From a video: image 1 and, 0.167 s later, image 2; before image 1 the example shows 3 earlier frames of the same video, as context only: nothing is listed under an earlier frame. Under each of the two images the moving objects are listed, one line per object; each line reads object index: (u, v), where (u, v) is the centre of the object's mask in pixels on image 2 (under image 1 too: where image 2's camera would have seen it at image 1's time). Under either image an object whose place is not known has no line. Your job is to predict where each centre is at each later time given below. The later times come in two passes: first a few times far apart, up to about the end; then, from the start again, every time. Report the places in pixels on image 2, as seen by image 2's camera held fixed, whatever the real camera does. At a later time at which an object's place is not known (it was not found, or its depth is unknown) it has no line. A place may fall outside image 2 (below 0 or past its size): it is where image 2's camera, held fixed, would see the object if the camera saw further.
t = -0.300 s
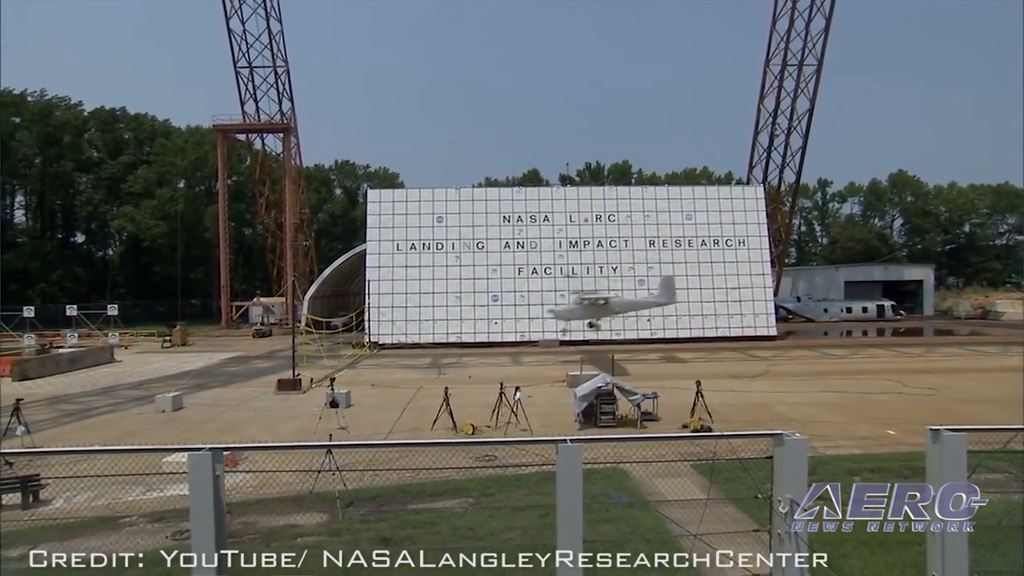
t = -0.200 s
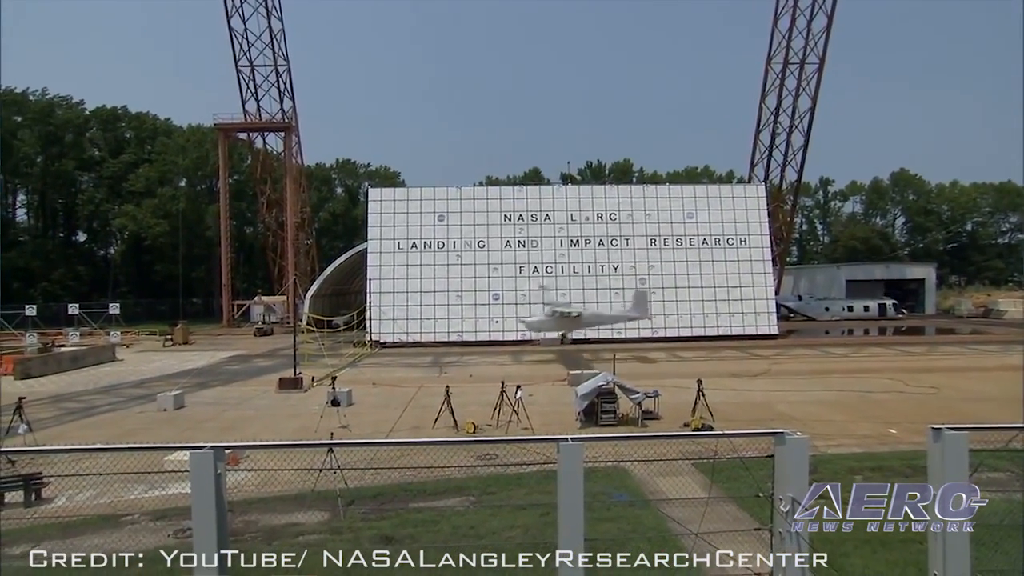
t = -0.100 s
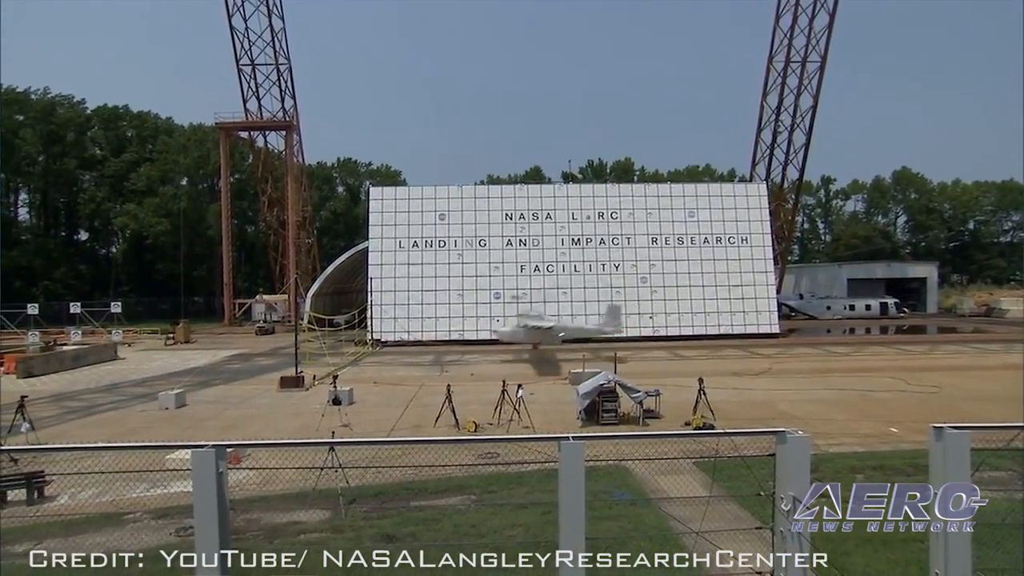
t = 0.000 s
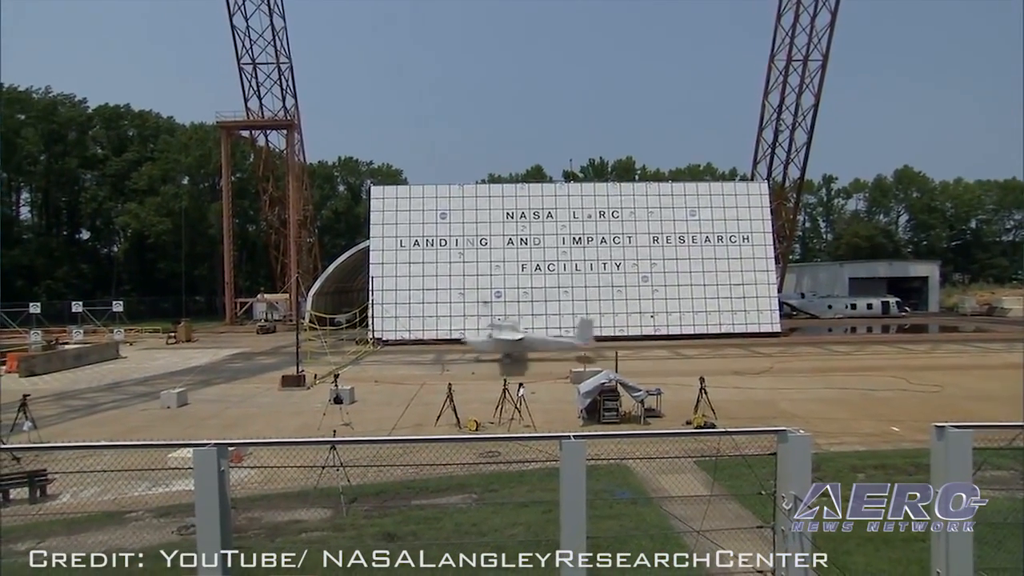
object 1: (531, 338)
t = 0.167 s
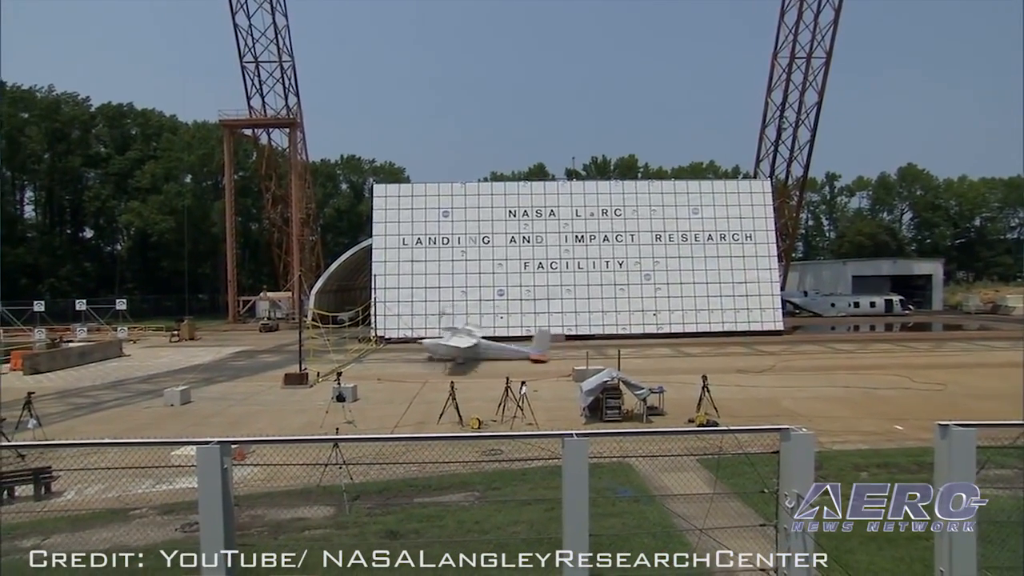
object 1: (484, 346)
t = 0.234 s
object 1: (468, 346)
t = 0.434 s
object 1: (413, 333)
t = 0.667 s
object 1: (356, 327)
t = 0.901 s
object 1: (303, 334)
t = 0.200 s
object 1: (475, 346)
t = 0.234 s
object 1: (468, 346)
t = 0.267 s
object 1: (460, 343)
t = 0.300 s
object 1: (450, 341)
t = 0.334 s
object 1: (438, 339)
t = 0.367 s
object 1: (429, 338)
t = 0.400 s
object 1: (421, 335)
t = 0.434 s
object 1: (413, 333)
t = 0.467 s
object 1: (403, 332)
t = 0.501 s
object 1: (395, 331)
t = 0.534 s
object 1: (387, 330)
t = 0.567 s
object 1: (381, 330)
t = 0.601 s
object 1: (367, 331)
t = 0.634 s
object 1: (360, 330)
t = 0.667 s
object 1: (356, 327)
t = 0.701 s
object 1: (347, 328)
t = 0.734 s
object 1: (337, 331)
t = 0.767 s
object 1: (334, 327)
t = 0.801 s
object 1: (324, 331)
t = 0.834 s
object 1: (318, 332)
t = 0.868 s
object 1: (312, 332)
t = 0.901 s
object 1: (303, 334)
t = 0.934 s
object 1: (299, 335)
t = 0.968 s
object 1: (286, 337)
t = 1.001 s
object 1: (279, 338)
